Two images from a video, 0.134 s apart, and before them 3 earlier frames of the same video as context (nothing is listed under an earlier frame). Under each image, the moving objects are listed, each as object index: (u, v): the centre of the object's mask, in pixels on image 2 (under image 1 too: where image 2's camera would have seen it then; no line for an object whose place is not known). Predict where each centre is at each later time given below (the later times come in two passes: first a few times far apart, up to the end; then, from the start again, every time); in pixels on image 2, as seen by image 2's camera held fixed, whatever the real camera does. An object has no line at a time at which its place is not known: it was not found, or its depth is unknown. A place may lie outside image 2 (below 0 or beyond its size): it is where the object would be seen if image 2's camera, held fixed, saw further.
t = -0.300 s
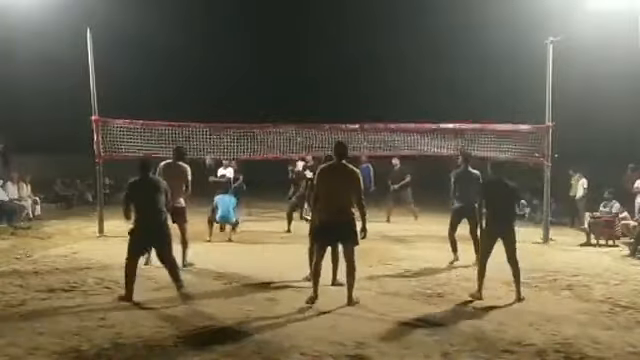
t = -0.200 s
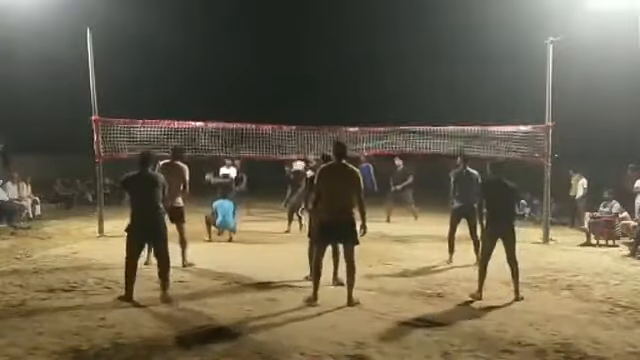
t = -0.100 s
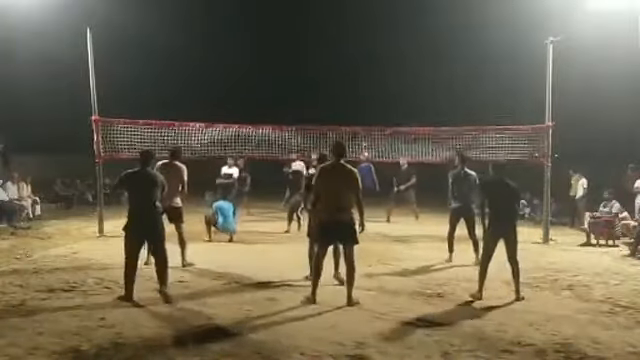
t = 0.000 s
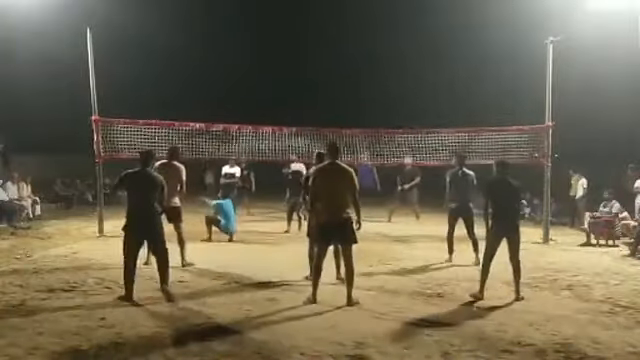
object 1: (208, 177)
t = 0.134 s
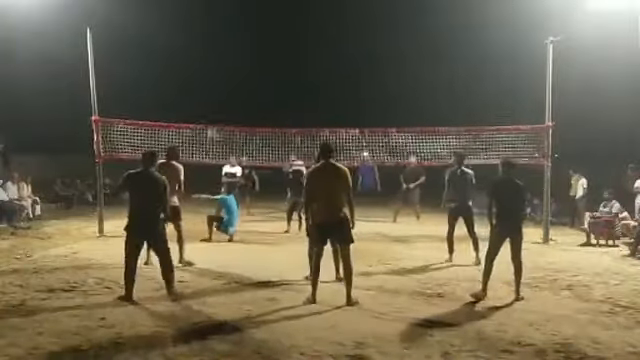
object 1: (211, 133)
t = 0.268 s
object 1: (215, 96)
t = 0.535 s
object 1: (220, 46)
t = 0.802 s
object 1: (225, 31)
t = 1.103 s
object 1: (230, 65)
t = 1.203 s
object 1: (232, 90)
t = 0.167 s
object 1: (213, 122)
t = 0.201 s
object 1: (214, 114)
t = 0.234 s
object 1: (214, 105)
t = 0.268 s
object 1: (215, 96)
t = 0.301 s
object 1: (215, 87)
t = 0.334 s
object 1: (216, 80)
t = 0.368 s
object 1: (217, 73)
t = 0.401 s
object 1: (217, 66)
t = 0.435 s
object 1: (218, 60)
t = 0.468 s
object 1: (219, 55)
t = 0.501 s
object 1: (219, 50)
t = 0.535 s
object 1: (220, 46)
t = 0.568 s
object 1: (221, 41)
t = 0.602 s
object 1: (221, 38)
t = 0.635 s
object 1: (222, 35)
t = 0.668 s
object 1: (222, 33)
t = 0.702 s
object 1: (223, 32)
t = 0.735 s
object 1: (224, 31)
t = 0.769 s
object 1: (224, 31)
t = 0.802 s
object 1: (225, 31)
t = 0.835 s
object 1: (226, 31)
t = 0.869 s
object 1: (226, 33)
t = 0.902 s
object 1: (227, 36)
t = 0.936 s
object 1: (227, 39)
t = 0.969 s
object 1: (228, 43)
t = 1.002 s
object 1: (229, 47)
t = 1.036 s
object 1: (229, 52)
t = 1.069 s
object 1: (230, 58)
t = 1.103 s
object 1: (230, 65)
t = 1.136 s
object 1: (231, 72)
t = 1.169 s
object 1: (232, 81)
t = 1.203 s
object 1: (232, 90)
